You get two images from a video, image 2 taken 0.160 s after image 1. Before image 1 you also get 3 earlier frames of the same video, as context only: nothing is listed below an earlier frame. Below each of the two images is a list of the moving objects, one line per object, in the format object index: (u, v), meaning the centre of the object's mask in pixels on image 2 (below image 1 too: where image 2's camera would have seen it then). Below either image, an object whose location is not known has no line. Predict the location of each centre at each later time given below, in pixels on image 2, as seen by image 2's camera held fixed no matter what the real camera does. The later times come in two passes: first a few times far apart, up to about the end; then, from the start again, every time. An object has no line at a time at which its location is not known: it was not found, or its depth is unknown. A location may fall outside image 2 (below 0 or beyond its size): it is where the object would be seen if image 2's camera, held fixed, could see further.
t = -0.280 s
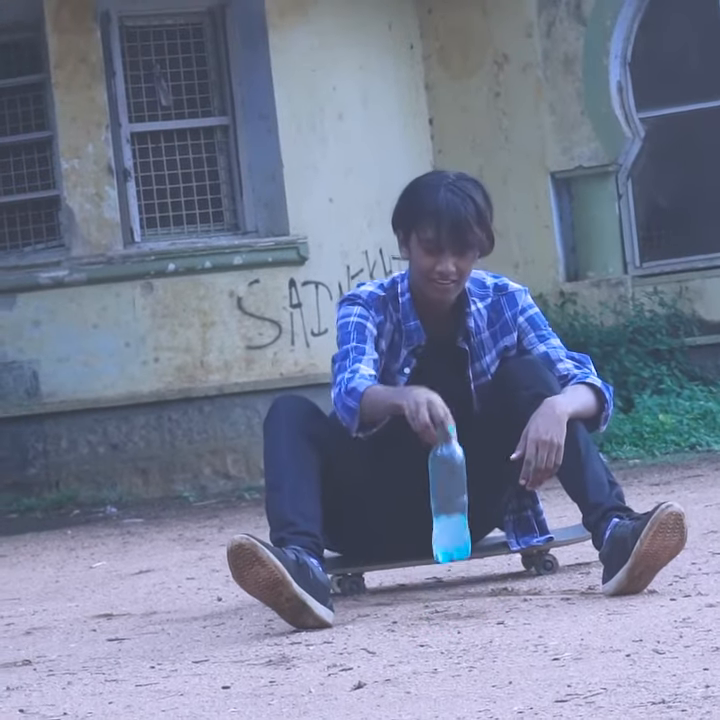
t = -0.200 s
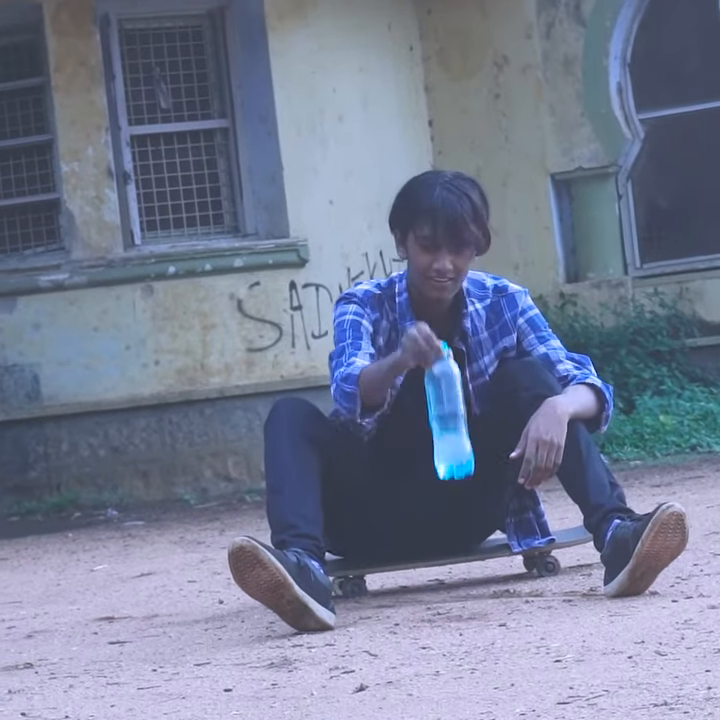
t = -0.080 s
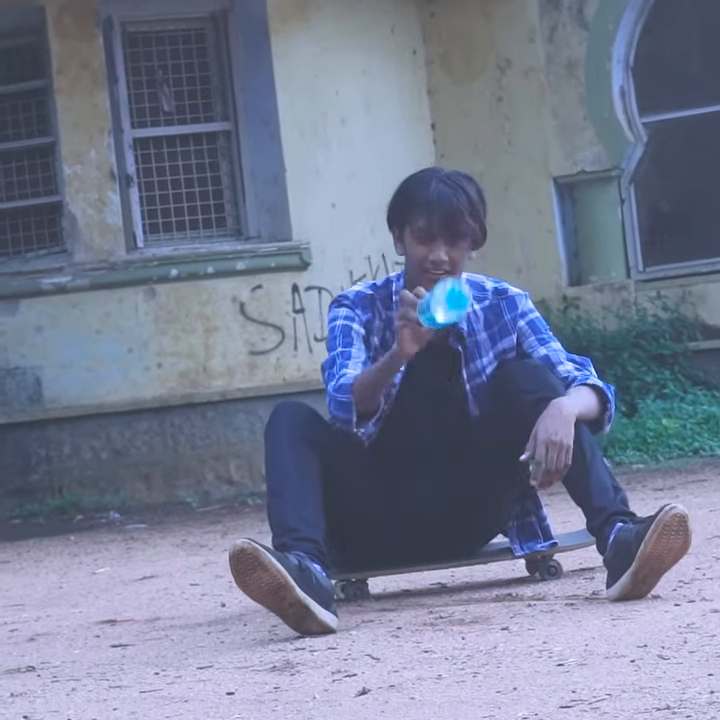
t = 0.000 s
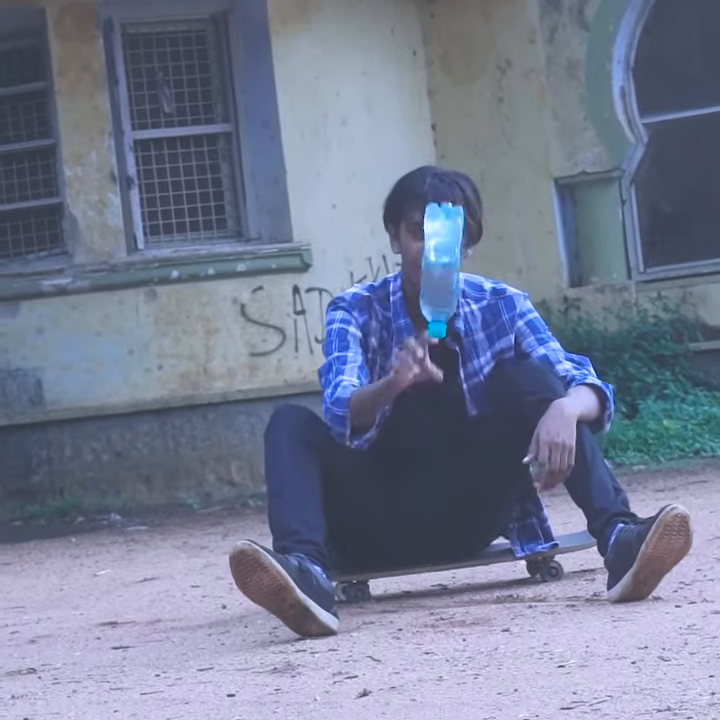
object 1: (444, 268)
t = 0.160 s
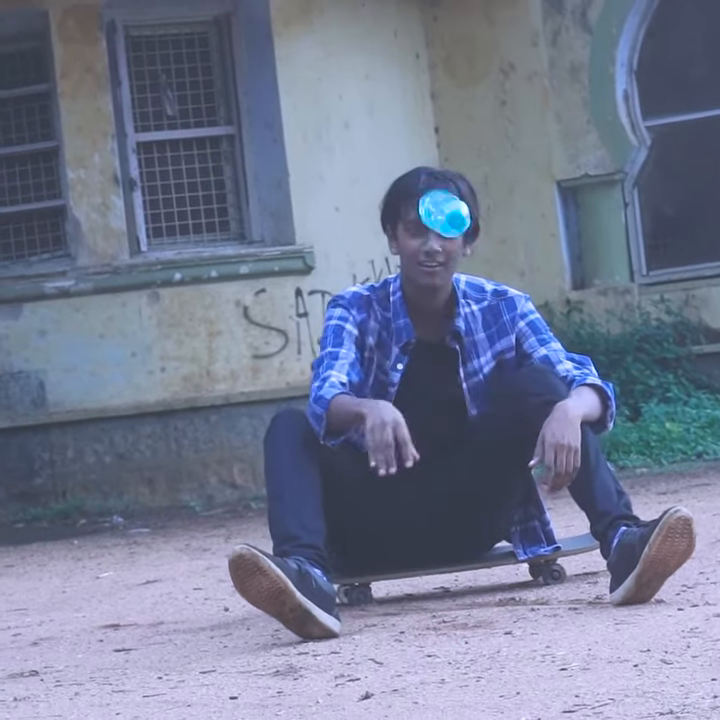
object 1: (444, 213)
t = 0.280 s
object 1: (448, 277)
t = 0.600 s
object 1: (466, 563)
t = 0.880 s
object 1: (467, 564)
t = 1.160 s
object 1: (466, 564)
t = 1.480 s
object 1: (466, 564)
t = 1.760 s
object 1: (466, 564)
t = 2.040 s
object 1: (466, 565)
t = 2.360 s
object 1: (466, 564)
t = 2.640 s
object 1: (466, 564)
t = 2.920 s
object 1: (467, 564)
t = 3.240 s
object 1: (466, 564)
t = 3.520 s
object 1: (466, 565)
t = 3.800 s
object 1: (466, 564)
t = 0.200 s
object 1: (444, 225)
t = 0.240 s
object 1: (446, 247)
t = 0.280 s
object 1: (448, 277)
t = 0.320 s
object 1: (451, 318)
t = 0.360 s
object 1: (455, 367)
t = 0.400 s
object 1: (460, 425)
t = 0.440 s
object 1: (466, 493)
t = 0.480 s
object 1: (473, 563)
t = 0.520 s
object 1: (471, 564)
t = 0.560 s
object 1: (468, 564)
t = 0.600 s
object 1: (466, 563)
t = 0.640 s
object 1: (466, 563)
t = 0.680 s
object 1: (466, 563)
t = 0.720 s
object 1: (467, 564)
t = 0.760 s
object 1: (467, 564)
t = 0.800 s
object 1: (467, 564)
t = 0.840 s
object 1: (467, 564)
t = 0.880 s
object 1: (467, 564)
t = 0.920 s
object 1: (467, 564)
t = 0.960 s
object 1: (466, 564)
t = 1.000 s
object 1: (467, 564)
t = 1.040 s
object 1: (466, 564)
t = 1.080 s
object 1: (466, 564)
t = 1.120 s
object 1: (466, 564)
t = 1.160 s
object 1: (466, 564)
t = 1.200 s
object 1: (466, 564)
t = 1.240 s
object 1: (466, 564)
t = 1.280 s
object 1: (466, 564)
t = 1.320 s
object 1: (466, 564)
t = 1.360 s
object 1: (467, 564)
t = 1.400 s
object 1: (466, 564)
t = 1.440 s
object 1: (466, 564)
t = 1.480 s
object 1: (466, 564)
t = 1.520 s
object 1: (466, 564)
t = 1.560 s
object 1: (466, 564)
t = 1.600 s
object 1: (466, 564)
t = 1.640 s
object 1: (466, 565)
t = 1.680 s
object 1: (466, 565)
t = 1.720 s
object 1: (466, 565)
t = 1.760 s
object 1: (466, 564)
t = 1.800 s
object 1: (466, 565)
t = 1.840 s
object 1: (466, 564)
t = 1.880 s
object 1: (466, 564)
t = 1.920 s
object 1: (466, 564)
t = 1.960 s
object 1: (466, 565)
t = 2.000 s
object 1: (466, 565)
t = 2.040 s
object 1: (466, 565)
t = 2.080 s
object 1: (466, 565)
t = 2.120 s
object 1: (466, 565)
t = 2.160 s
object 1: (466, 565)
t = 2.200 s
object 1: (466, 565)
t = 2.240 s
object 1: (466, 564)
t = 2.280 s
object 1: (466, 564)
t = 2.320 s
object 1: (466, 564)
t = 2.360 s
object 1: (466, 564)
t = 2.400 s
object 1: (466, 564)
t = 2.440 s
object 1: (466, 564)
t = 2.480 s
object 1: (466, 564)
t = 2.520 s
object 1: (466, 564)
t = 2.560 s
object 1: (467, 564)
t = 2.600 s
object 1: (467, 564)
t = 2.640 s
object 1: (466, 564)
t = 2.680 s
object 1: (467, 564)
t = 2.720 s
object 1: (466, 564)
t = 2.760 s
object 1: (467, 564)
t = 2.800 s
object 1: (467, 564)
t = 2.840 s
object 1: (466, 564)
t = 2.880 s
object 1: (467, 564)
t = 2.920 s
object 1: (467, 564)
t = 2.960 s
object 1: (467, 564)
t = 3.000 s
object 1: (466, 564)
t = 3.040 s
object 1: (467, 564)
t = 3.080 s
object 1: (467, 564)
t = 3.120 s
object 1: (466, 564)
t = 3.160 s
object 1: (466, 564)
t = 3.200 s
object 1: (466, 564)
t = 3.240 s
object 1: (466, 564)
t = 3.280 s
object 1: (466, 564)
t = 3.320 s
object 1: (466, 564)
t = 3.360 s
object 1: (466, 564)
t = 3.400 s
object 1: (466, 565)
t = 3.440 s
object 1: (466, 564)
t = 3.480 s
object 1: (466, 565)
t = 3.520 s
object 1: (466, 565)
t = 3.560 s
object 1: (466, 565)
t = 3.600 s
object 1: (466, 565)
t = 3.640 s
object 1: (466, 565)
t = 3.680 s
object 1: (466, 565)
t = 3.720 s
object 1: (466, 564)
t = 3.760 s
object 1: (466, 564)
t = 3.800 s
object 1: (466, 564)
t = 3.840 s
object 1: (466, 565)
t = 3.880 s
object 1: (466, 564)
